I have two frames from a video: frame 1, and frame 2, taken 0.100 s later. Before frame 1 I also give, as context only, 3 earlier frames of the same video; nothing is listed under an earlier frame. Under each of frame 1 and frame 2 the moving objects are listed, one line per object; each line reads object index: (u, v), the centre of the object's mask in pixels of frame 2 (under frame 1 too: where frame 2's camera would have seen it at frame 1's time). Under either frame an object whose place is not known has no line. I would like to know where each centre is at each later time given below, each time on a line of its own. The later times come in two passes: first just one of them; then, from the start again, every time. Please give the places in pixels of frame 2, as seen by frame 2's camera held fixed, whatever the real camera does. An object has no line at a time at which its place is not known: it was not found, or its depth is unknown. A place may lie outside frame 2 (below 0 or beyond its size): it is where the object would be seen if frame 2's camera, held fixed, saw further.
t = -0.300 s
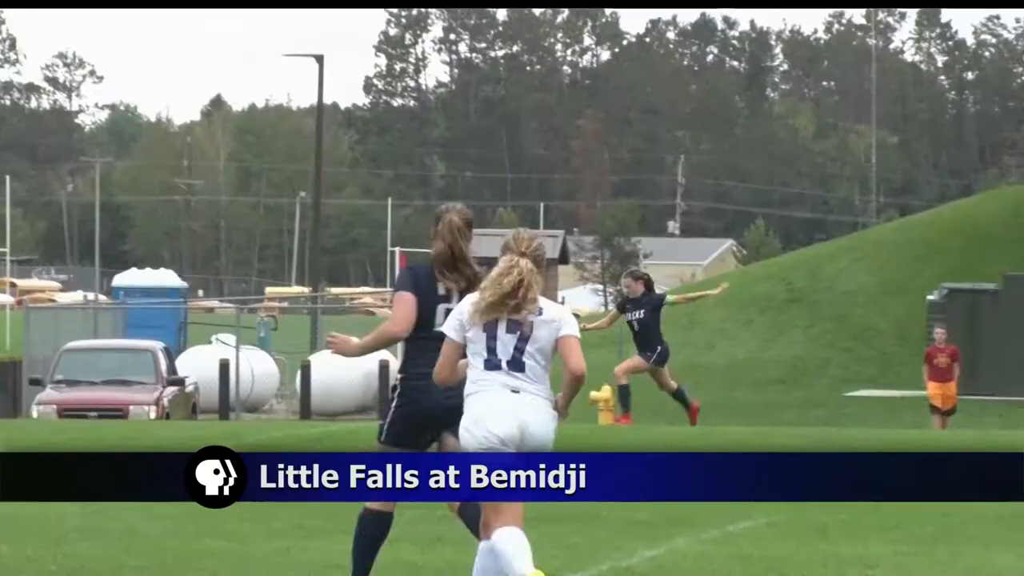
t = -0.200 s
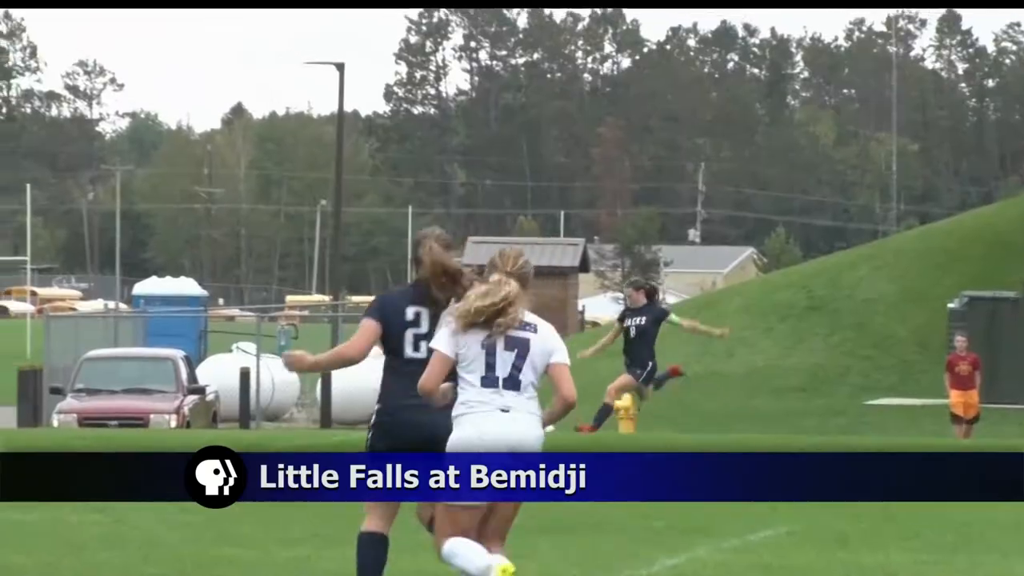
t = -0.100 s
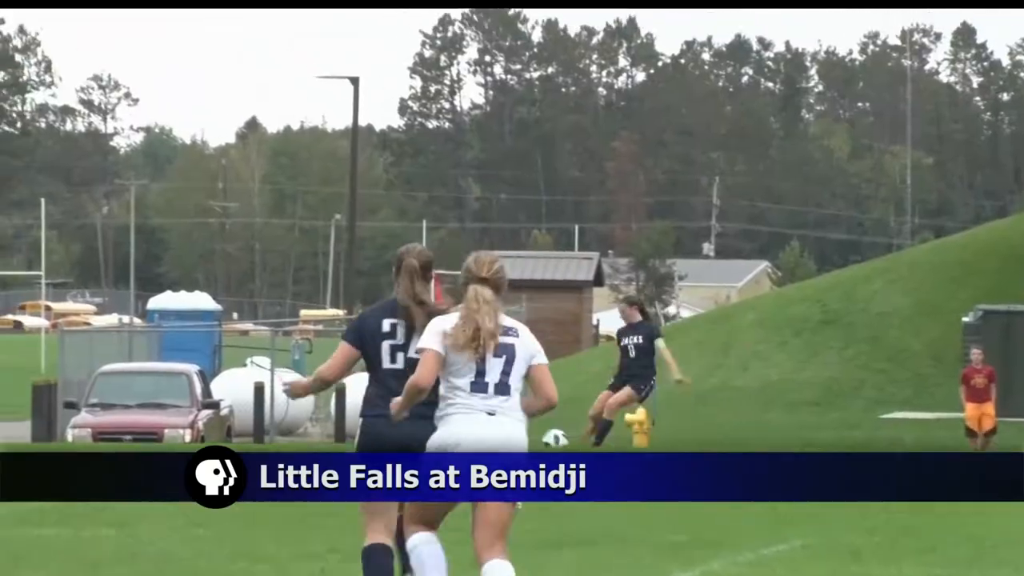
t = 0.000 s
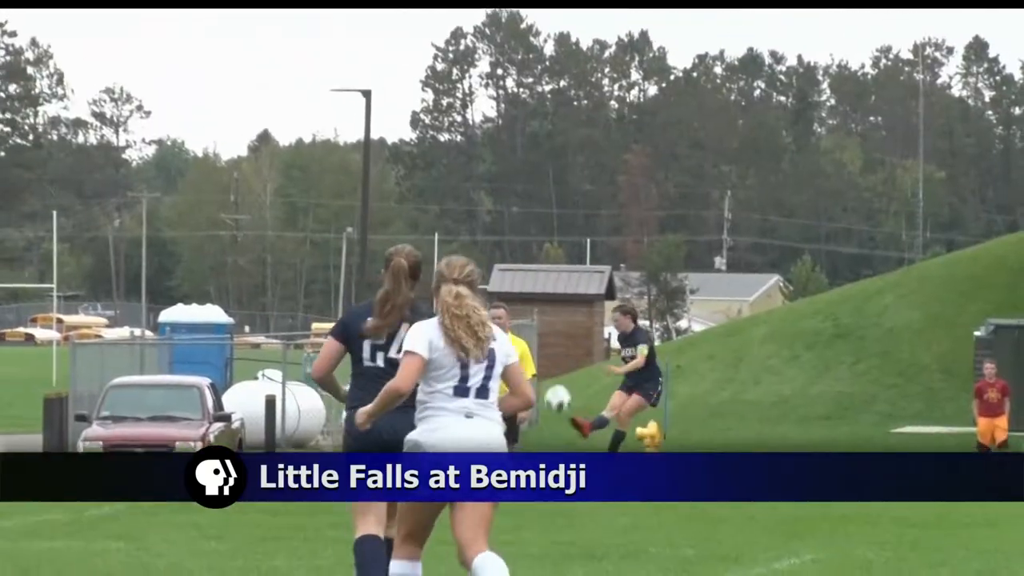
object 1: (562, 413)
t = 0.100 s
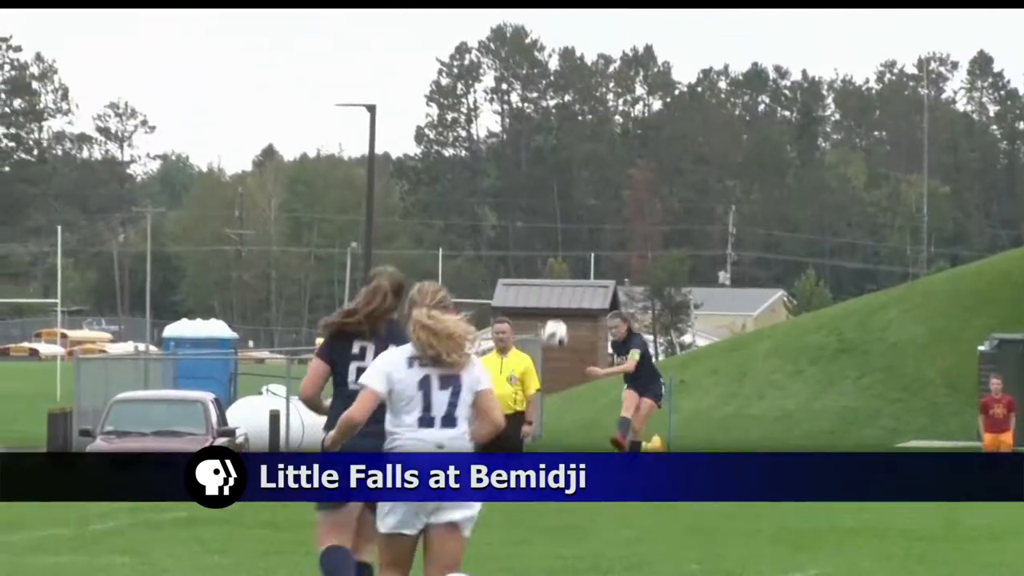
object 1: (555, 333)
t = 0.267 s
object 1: (554, 211)
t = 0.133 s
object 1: (554, 307)
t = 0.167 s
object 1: (553, 282)
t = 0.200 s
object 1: (552, 257)
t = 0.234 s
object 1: (553, 234)
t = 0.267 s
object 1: (554, 211)
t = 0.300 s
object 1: (557, 189)
